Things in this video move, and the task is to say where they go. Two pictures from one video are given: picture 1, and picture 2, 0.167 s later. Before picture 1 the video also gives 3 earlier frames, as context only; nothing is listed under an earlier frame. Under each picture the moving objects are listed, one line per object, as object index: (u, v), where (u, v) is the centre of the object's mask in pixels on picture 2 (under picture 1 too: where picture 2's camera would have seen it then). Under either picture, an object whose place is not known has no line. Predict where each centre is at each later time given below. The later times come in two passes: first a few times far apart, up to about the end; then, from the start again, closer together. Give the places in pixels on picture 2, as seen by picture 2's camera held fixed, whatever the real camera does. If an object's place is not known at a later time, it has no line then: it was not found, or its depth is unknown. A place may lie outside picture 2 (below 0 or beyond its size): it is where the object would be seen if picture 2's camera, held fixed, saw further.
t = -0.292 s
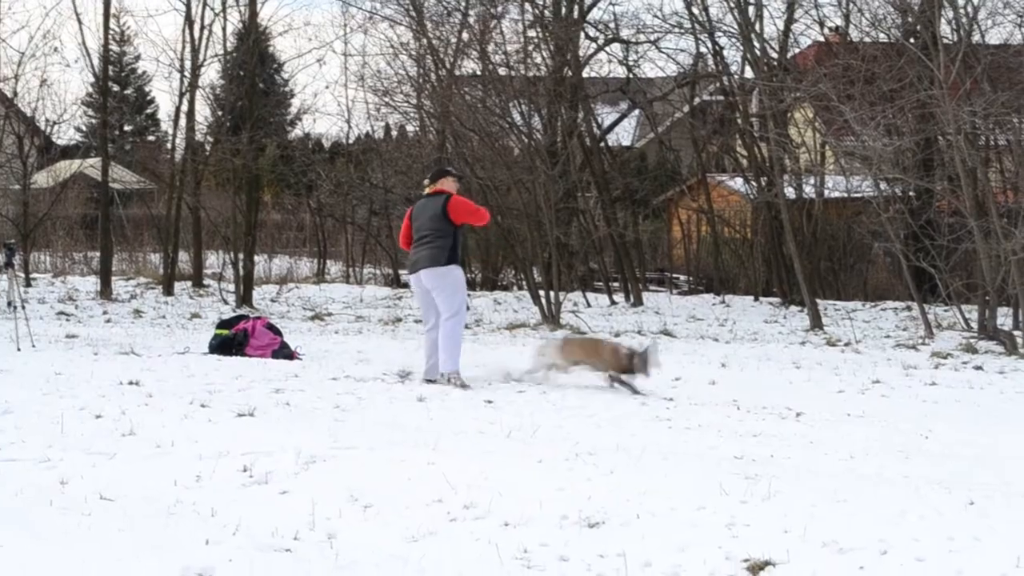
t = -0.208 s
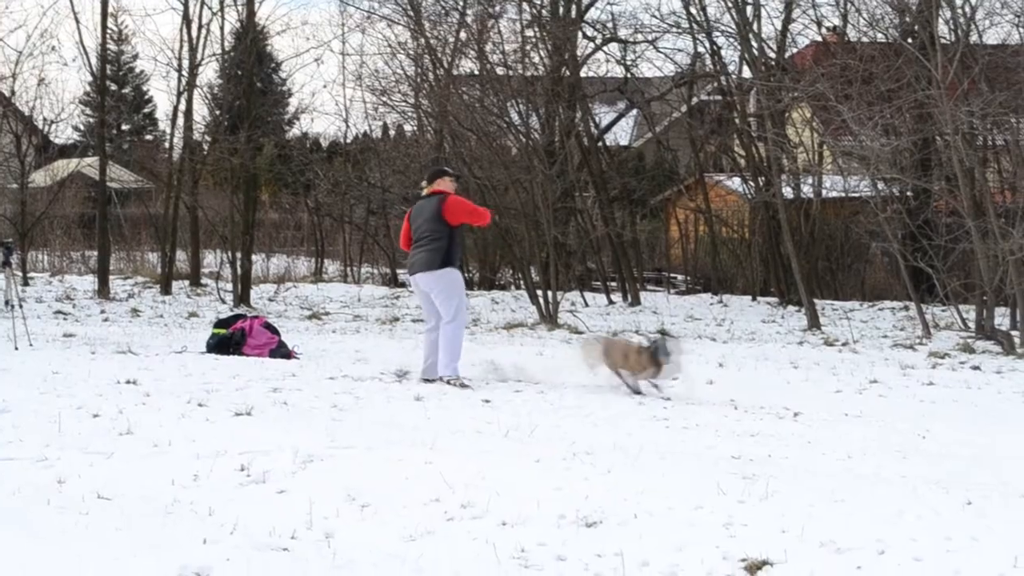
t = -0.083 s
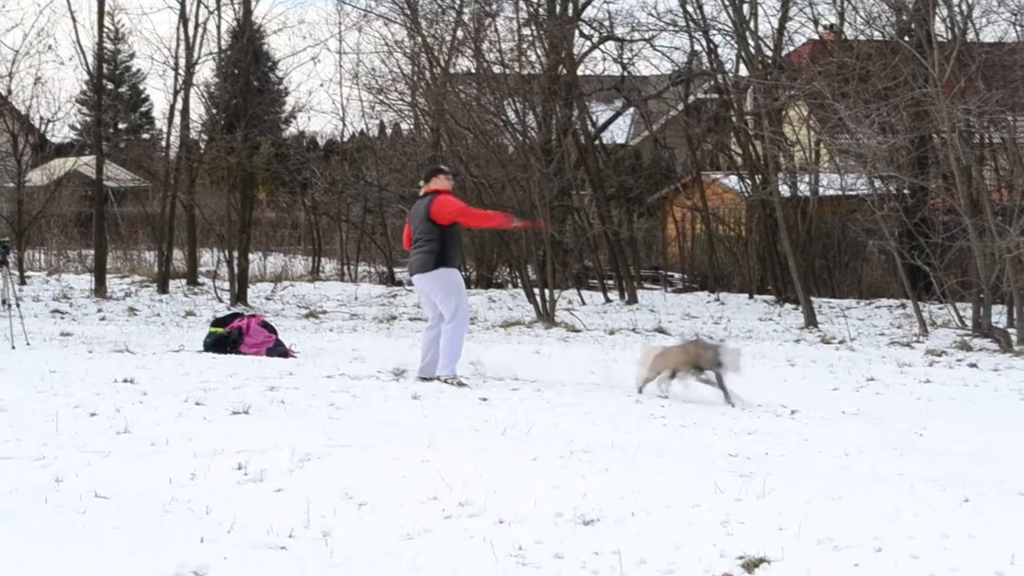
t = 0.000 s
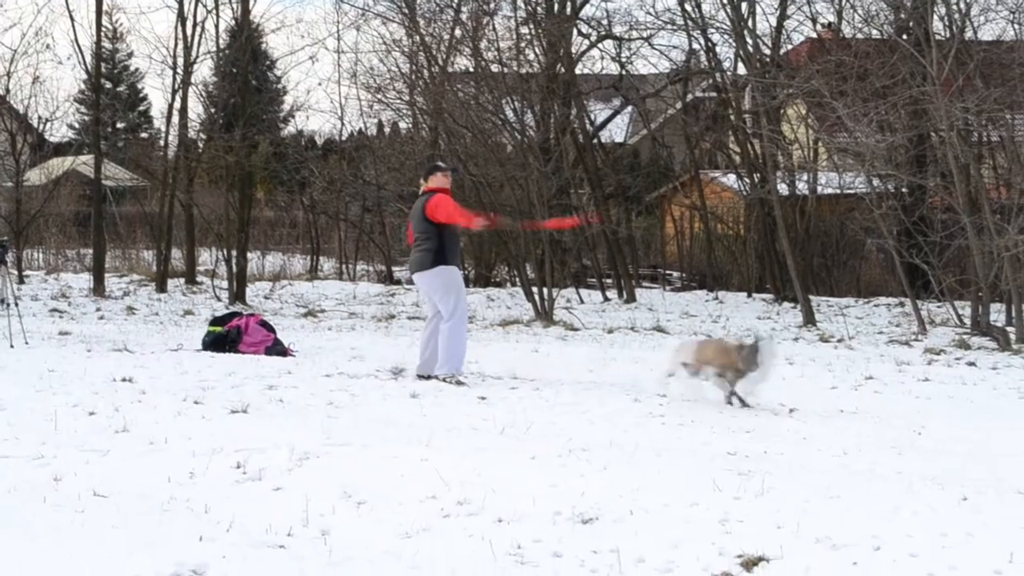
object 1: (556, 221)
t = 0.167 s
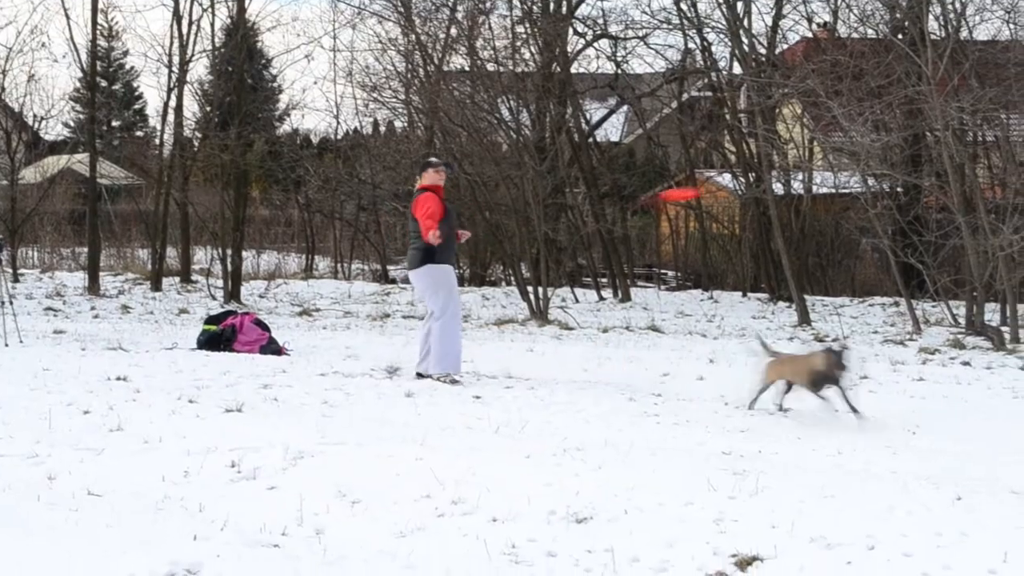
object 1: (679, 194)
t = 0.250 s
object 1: (750, 176)
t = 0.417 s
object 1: (898, 141)
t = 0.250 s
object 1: (750, 176)
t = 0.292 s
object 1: (784, 167)
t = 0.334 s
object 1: (821, 158)
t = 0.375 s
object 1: (860, 150)
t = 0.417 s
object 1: (898, 141)
